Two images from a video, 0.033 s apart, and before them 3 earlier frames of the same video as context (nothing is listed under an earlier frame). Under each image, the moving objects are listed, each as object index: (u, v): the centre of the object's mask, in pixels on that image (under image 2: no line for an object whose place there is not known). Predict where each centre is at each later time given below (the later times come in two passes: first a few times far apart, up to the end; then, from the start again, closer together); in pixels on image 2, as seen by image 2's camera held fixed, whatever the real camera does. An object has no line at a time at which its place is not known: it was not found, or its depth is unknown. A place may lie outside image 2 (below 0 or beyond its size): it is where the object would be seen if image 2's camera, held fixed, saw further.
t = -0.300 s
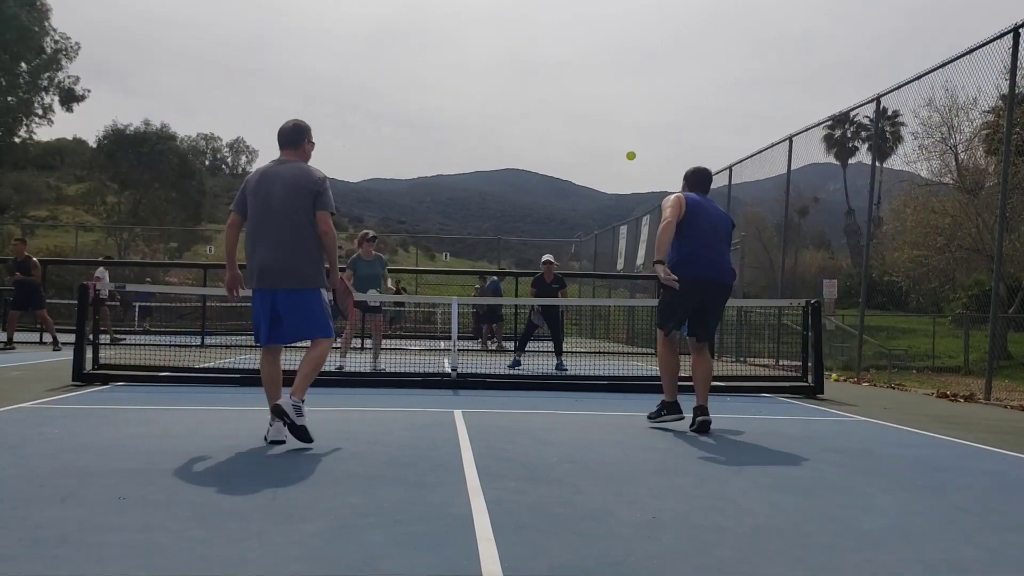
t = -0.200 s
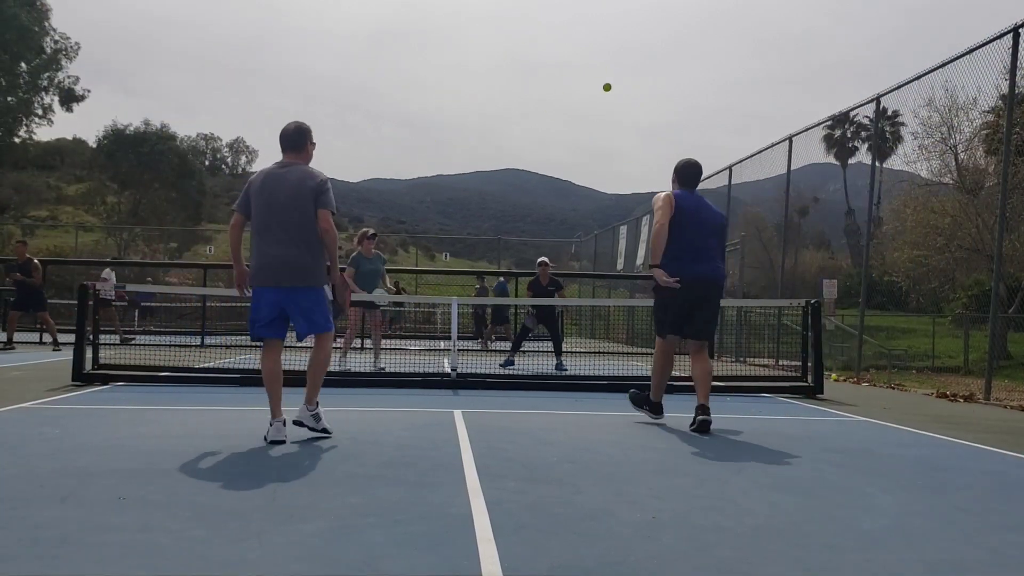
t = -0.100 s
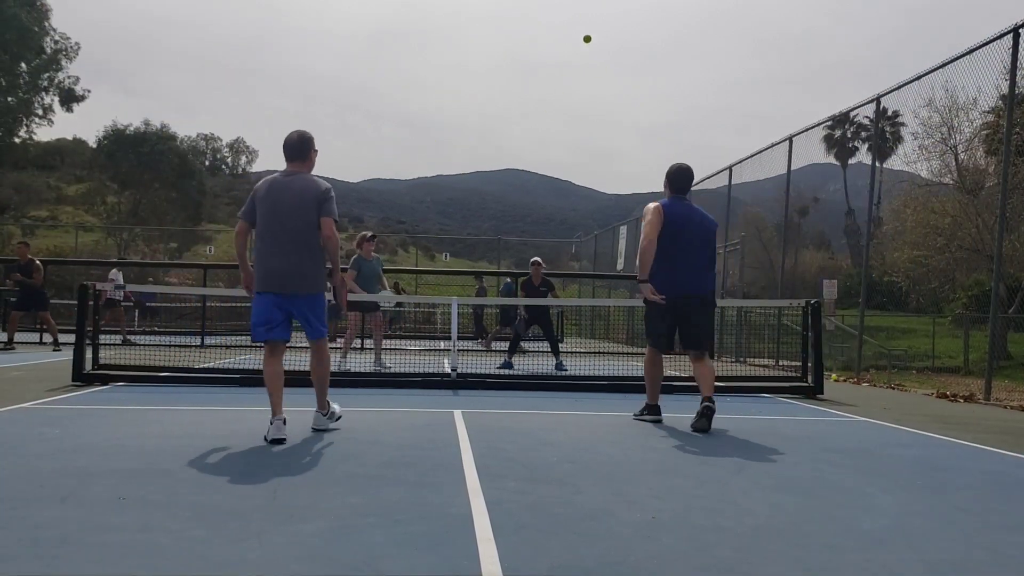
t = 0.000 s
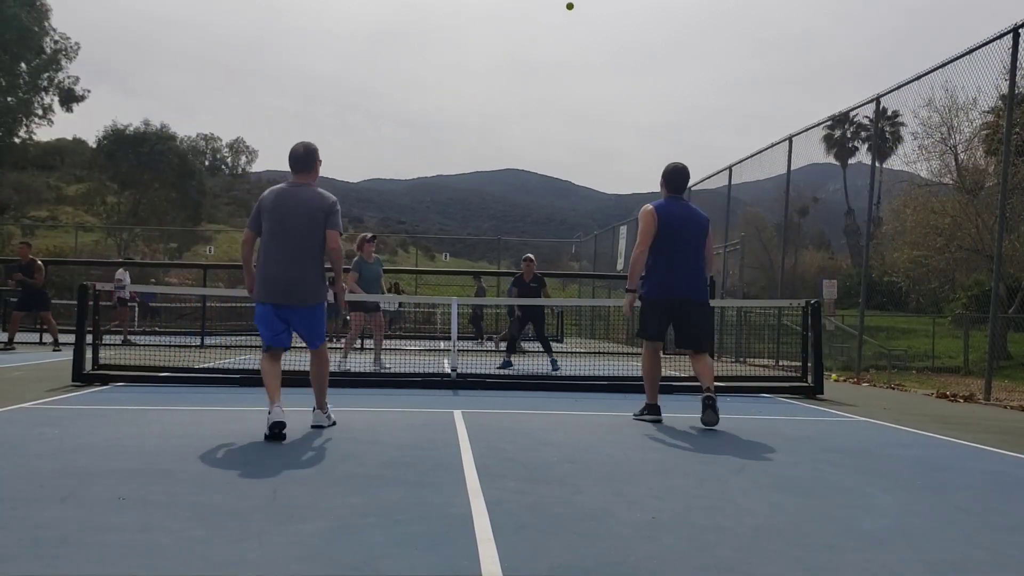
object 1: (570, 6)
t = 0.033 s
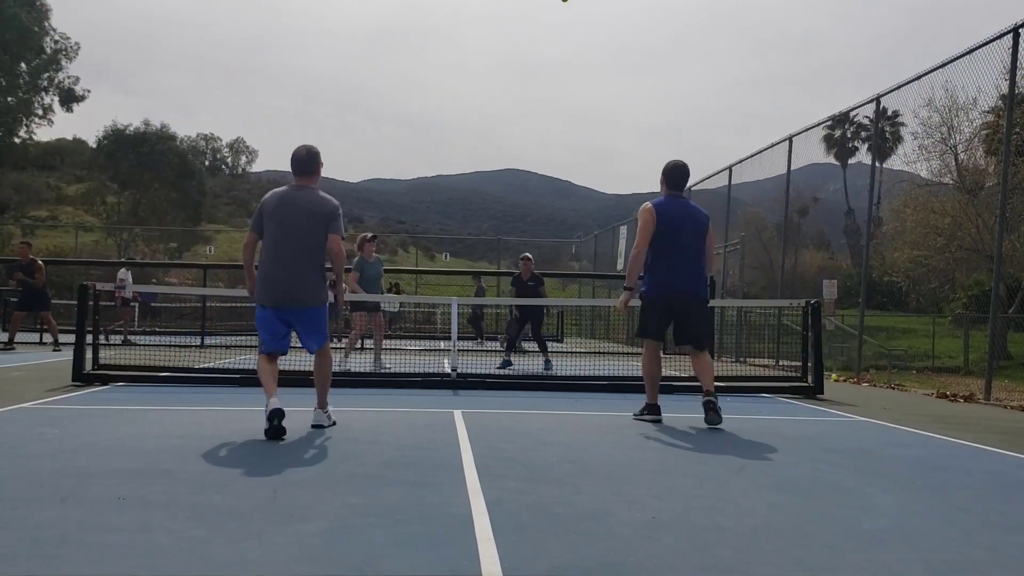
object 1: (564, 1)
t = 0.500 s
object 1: (508, 2)
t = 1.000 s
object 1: (465, 166)
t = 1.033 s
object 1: (462, 181)
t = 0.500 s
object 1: (508, 2)
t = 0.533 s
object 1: (504, 7)
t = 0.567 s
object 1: (501, 15)
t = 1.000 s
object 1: (465, 166)
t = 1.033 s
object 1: (462, 181)
